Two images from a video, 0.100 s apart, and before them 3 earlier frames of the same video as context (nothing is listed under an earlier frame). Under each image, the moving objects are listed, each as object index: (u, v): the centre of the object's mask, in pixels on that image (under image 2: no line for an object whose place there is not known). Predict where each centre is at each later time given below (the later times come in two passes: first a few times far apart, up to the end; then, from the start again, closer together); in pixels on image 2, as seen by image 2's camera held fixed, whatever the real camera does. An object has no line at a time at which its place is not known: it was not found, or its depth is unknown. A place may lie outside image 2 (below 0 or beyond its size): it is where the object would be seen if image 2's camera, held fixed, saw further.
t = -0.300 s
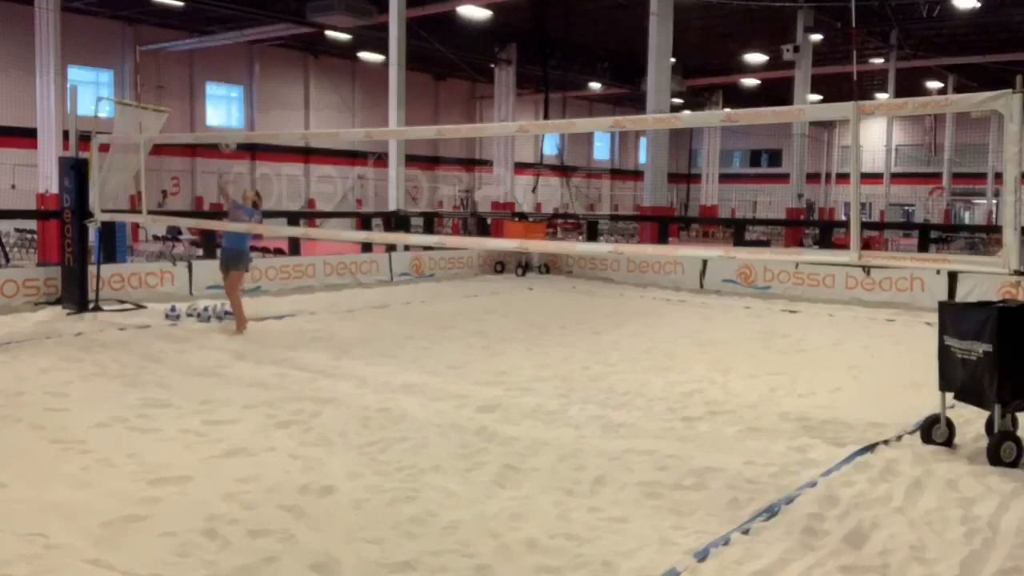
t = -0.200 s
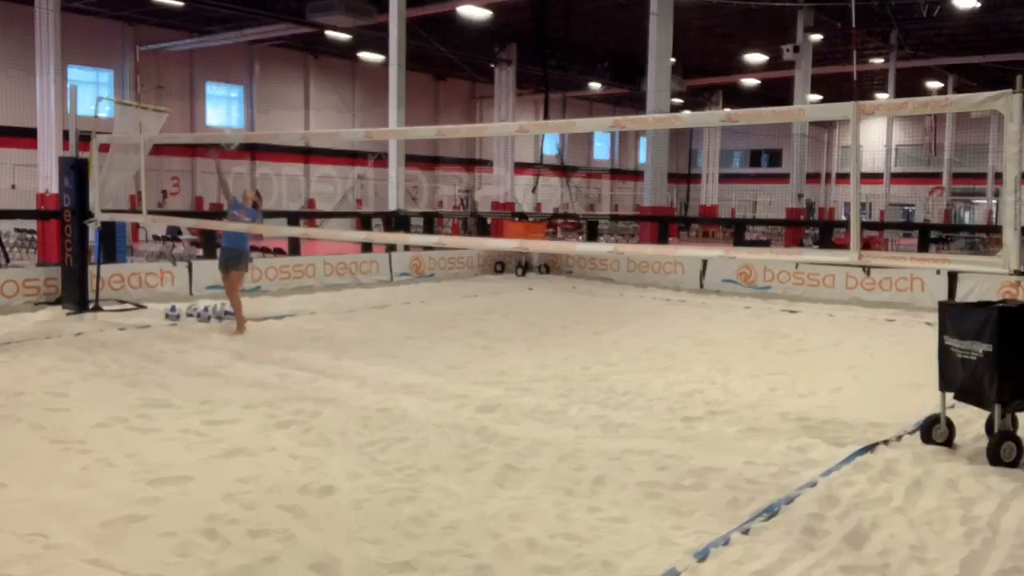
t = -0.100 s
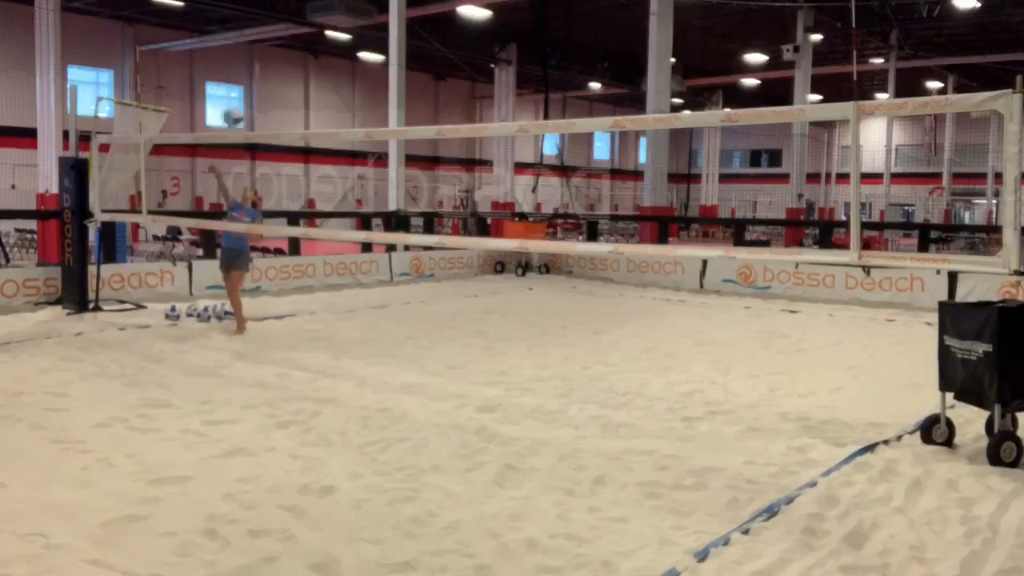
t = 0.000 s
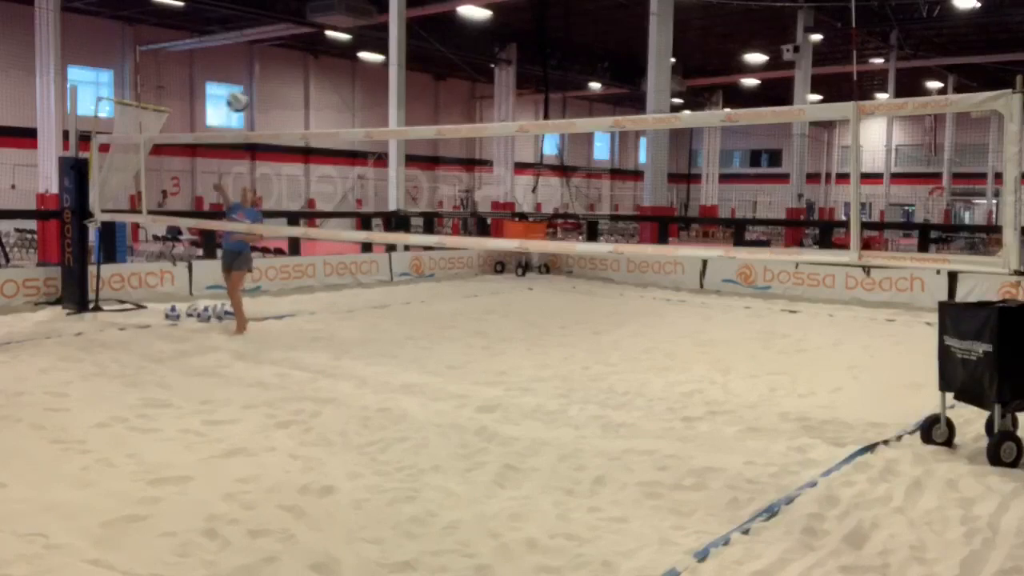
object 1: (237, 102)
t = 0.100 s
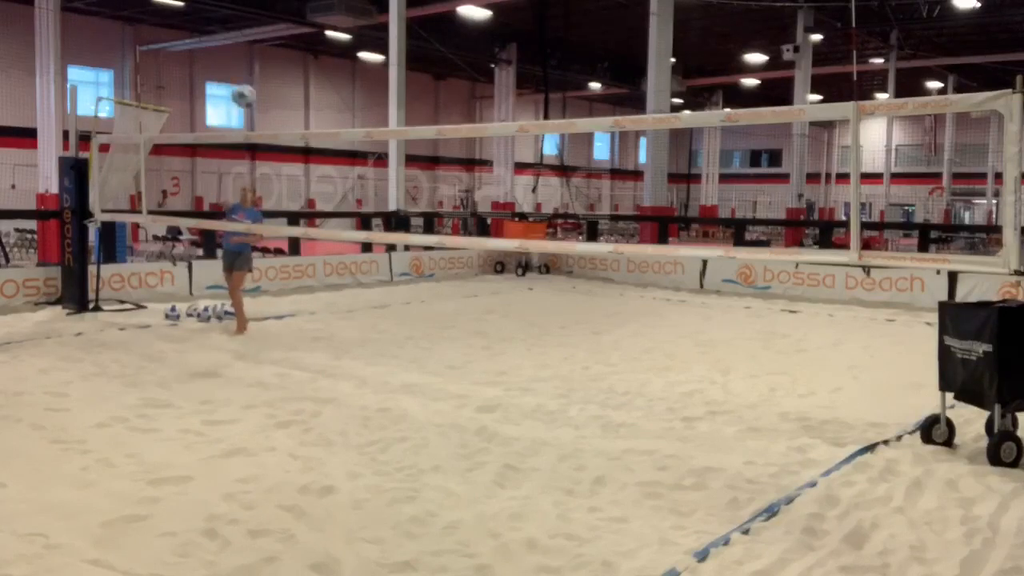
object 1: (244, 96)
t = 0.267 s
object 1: (260, 113)
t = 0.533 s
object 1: (295, 249)
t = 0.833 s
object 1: (353, 510)
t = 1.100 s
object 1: (401, 510)
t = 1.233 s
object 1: (432, 565)
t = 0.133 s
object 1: (246, 96)
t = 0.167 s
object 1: (248, 98)
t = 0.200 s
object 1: (251, 102)
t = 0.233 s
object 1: (255, 108)
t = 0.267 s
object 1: (260, 113)
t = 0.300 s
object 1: (263, 123)
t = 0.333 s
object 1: (266, 136)
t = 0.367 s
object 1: (269, 148)
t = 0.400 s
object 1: (275, 161)
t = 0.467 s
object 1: (284, 200)
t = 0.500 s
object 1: (290, 223)
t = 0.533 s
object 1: (295, 249)
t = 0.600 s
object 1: (308, 310)
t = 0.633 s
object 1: (314, 344)
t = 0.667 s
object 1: (321, 388)
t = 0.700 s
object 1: (329, 431)
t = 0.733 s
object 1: (337, 479)
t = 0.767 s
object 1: (345, 529)
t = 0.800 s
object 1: (350, 518)
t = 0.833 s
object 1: (353, 510)
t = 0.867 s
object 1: (359, 500)
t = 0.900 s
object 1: (363, 493)
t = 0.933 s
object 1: (369, 489)
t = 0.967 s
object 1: (374, 487)
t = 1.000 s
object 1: (381, 488)
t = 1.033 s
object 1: (387, 493)
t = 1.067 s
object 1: (394, 499)
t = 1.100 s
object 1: (401, 510)
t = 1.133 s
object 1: (408, 523)
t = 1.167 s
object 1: (417, 541)
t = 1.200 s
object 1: (425, 555)
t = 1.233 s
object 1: (432, 565)
